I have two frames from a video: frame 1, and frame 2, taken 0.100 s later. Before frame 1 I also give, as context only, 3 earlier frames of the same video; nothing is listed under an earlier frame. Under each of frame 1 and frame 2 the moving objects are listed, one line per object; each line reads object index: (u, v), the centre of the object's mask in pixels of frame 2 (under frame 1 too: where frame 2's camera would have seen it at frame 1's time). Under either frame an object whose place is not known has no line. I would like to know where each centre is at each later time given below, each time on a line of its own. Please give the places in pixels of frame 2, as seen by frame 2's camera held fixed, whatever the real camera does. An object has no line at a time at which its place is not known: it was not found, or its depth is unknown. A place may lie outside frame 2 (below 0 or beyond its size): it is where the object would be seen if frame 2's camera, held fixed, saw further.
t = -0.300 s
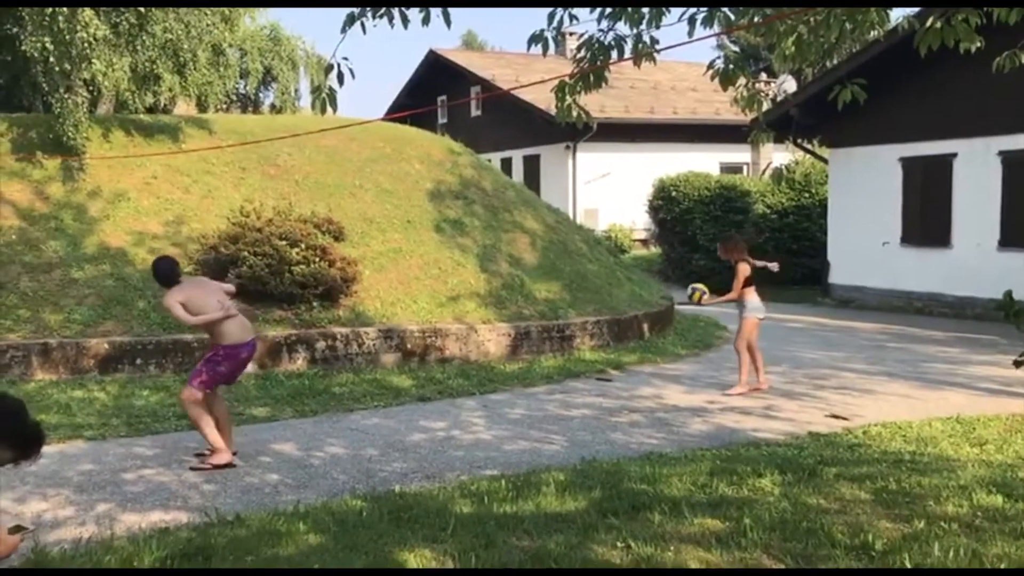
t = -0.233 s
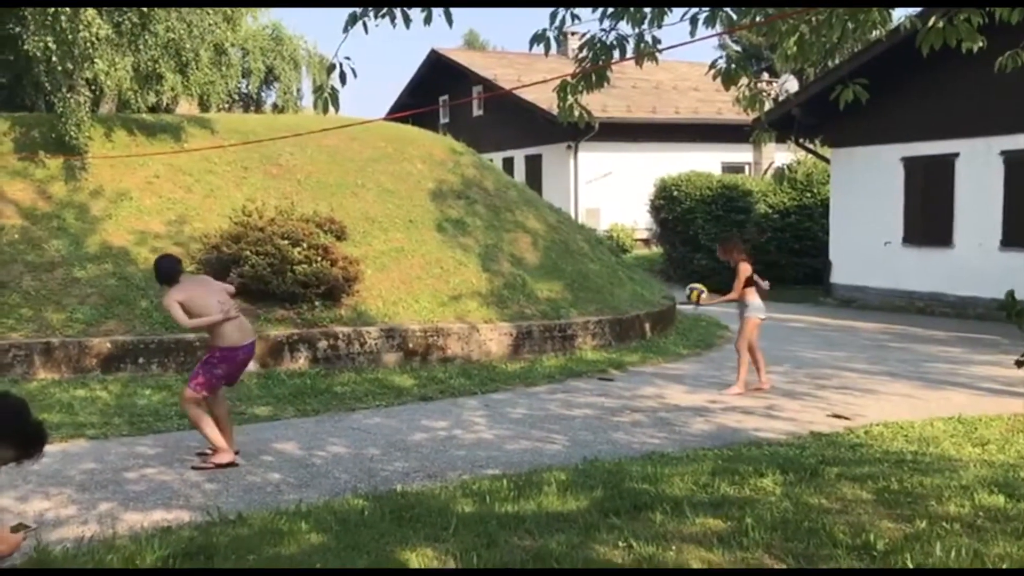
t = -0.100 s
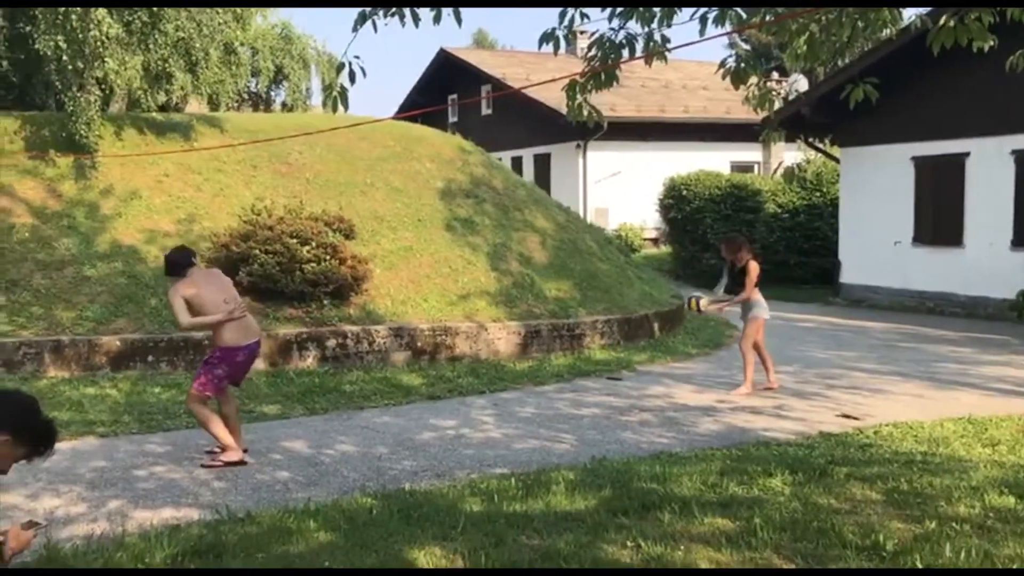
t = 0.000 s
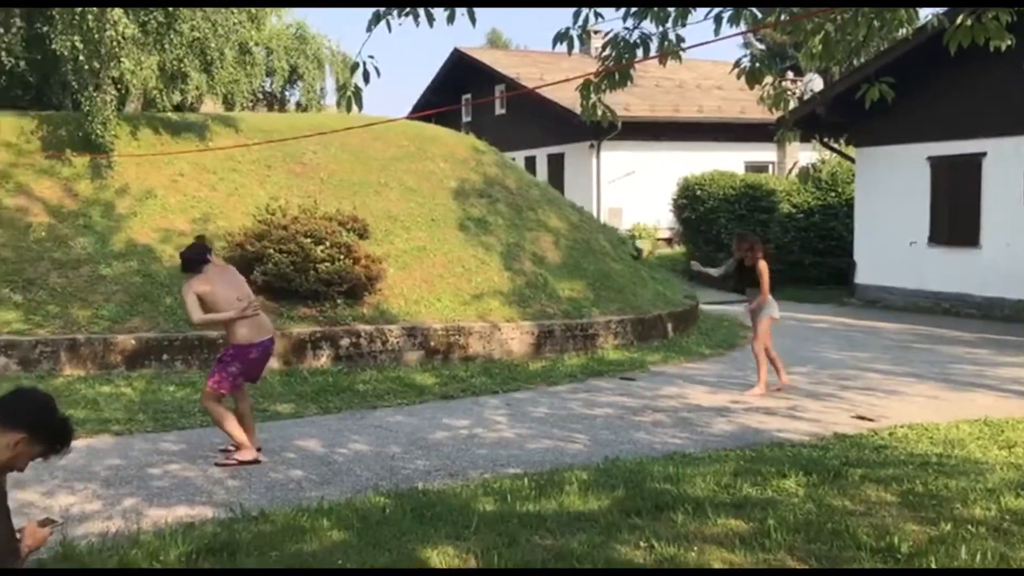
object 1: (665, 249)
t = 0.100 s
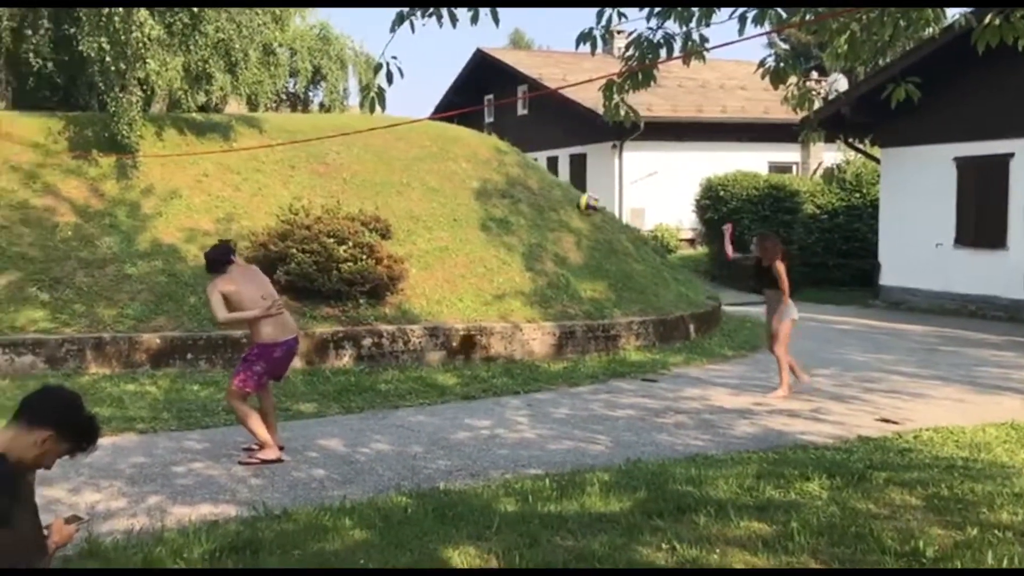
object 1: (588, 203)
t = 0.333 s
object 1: (396, 131)
